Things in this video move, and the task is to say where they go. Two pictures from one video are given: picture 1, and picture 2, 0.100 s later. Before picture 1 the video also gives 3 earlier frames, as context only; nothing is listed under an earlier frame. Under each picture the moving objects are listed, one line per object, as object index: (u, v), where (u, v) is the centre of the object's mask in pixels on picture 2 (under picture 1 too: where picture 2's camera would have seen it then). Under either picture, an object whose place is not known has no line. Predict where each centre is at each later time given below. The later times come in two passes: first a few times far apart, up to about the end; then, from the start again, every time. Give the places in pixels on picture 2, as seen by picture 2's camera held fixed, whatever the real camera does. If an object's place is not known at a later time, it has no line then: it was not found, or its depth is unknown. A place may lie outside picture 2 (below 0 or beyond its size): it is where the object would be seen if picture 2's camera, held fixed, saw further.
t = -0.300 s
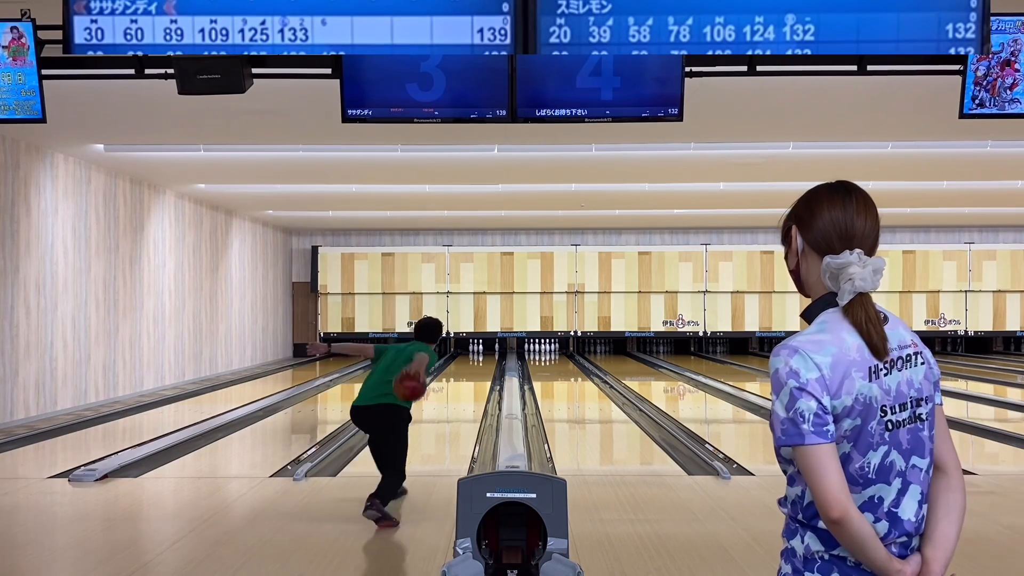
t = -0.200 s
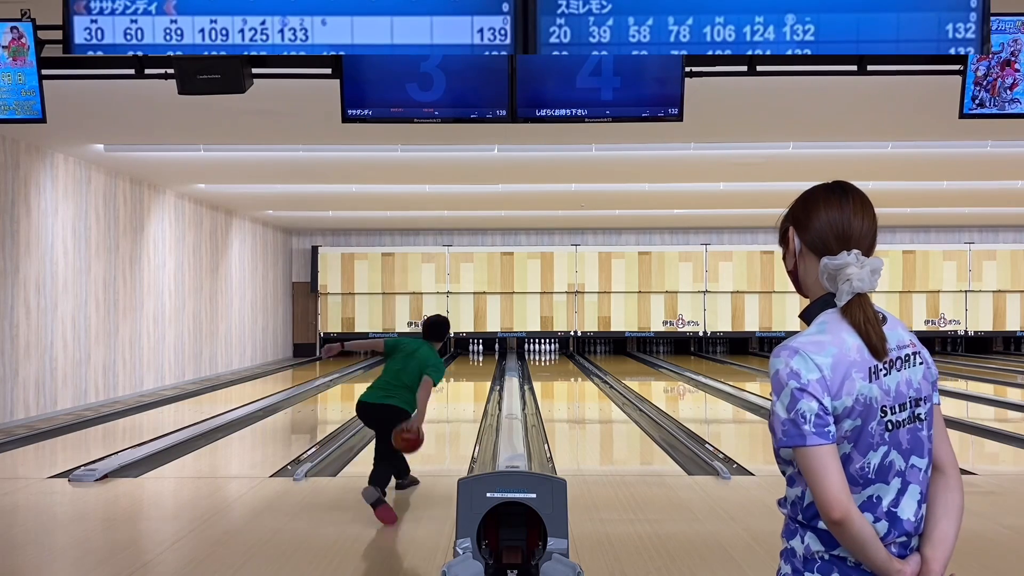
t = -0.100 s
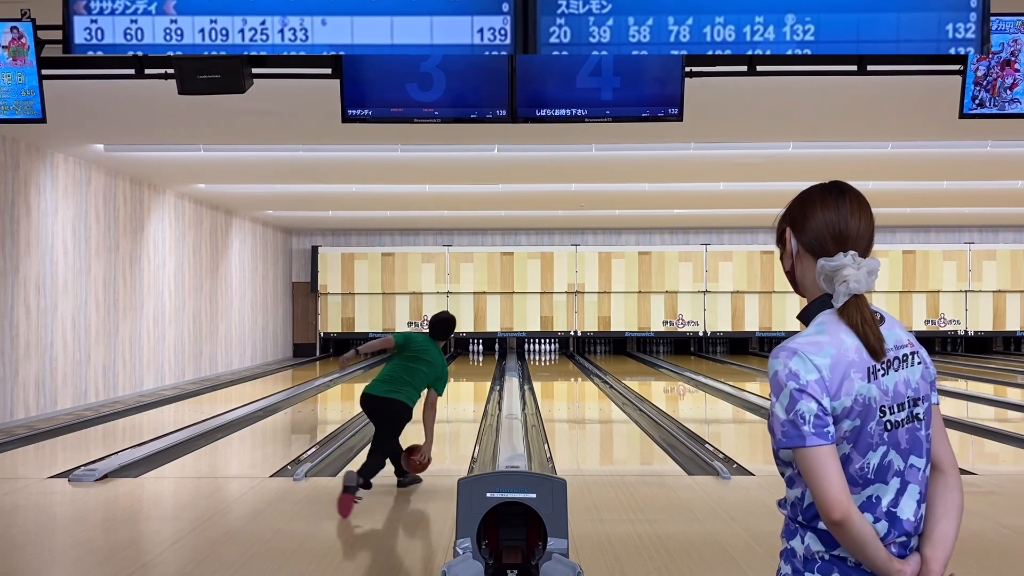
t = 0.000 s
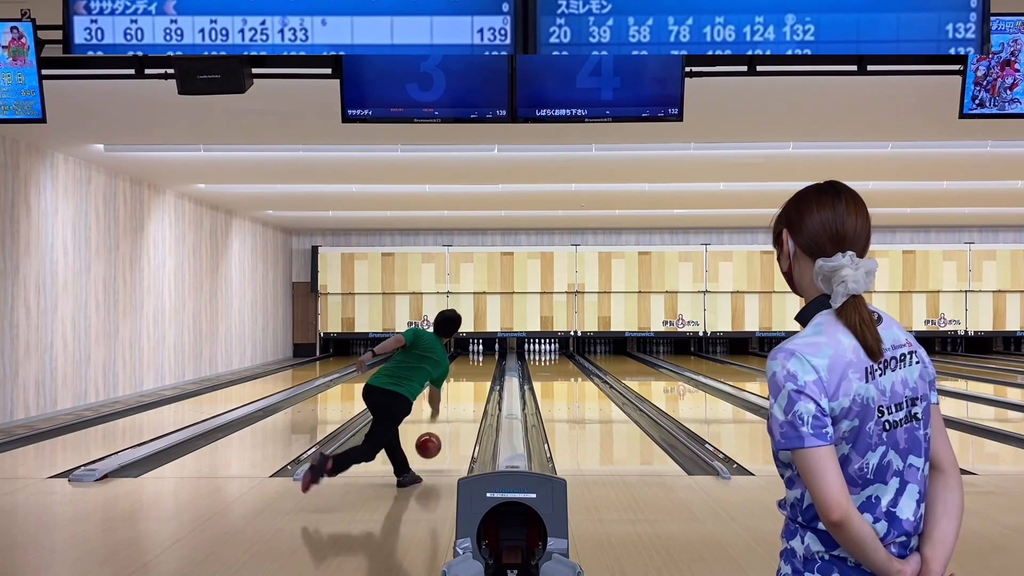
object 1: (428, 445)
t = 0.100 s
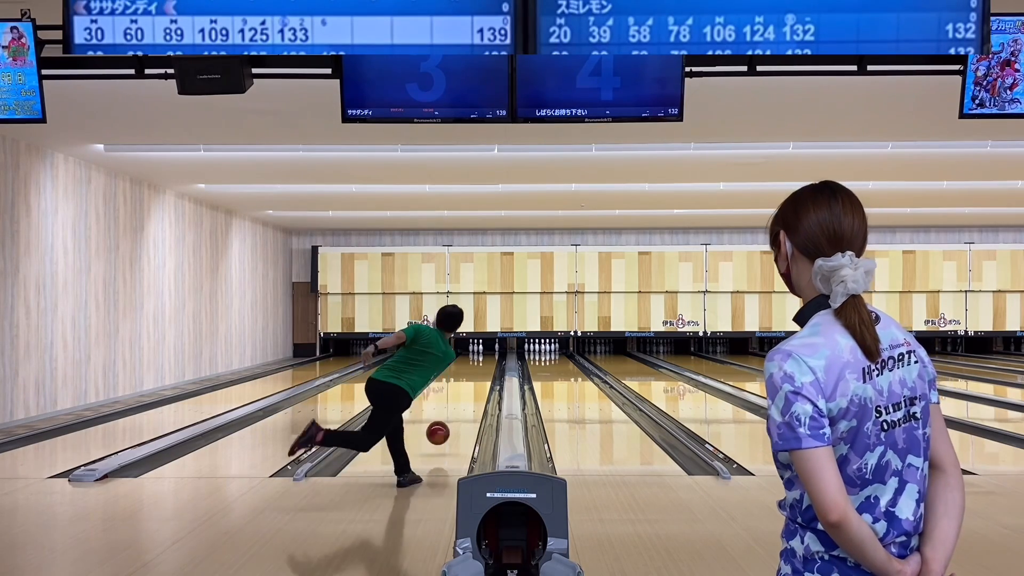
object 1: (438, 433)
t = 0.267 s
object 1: (450, 424)
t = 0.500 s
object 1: (462, 406)
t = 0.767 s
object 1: (472, 390)
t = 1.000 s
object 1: (477, 381)
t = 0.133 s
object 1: (440, 431)
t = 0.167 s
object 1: (443, 431)
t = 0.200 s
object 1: (445, 432)
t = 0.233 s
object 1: (448, 428)
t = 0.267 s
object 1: (450, 424)
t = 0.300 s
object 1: (452, 422)
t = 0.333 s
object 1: (454, 419)
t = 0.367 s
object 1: (456, 416)
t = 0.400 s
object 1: (457, 413)
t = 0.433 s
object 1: (459, 411)
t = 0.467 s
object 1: (461, 408)
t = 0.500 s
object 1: (462, 406)
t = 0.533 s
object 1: (464, 404)
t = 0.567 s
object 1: (465, 401)
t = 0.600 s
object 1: (466, 400)
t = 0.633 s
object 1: (467, 398)
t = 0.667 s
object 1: (469, 396)
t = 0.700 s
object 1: (470, 394)
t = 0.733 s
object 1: (471, 392)
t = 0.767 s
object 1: (472, 390)
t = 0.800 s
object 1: (473, 389)
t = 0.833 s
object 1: (474, 387)
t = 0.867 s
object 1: (475, 386)
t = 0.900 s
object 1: (475, 385)
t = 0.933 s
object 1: (476, 383)
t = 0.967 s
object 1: (477, 382)
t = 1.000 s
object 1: (477, 381)
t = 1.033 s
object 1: (478, 380)
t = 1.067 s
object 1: (479, 378)
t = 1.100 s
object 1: (480, 377)
